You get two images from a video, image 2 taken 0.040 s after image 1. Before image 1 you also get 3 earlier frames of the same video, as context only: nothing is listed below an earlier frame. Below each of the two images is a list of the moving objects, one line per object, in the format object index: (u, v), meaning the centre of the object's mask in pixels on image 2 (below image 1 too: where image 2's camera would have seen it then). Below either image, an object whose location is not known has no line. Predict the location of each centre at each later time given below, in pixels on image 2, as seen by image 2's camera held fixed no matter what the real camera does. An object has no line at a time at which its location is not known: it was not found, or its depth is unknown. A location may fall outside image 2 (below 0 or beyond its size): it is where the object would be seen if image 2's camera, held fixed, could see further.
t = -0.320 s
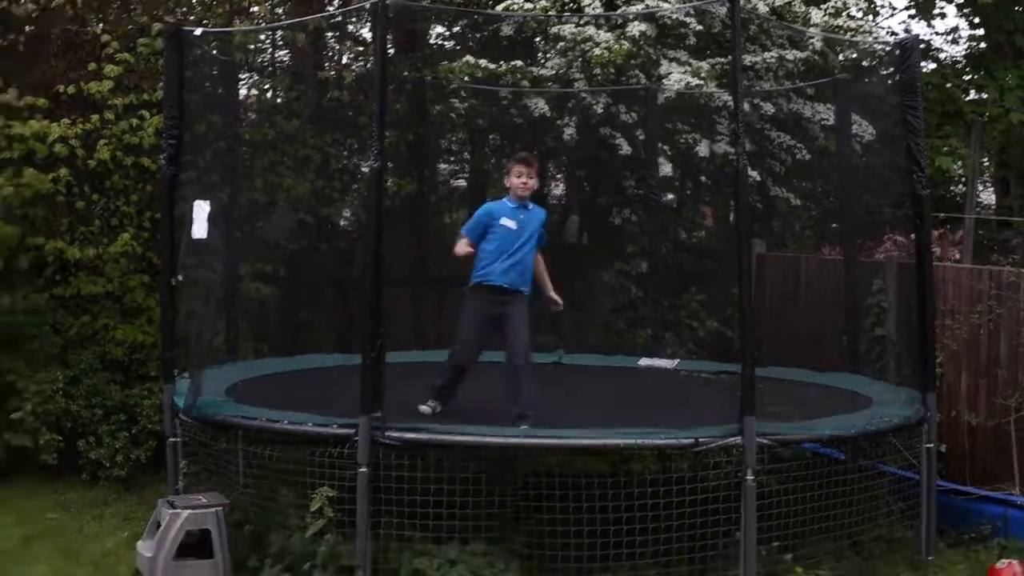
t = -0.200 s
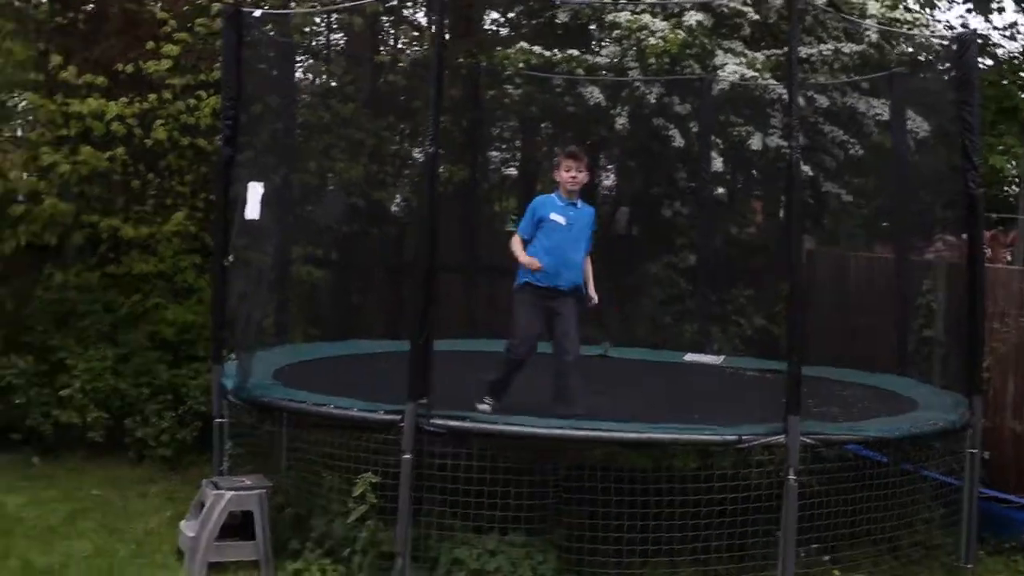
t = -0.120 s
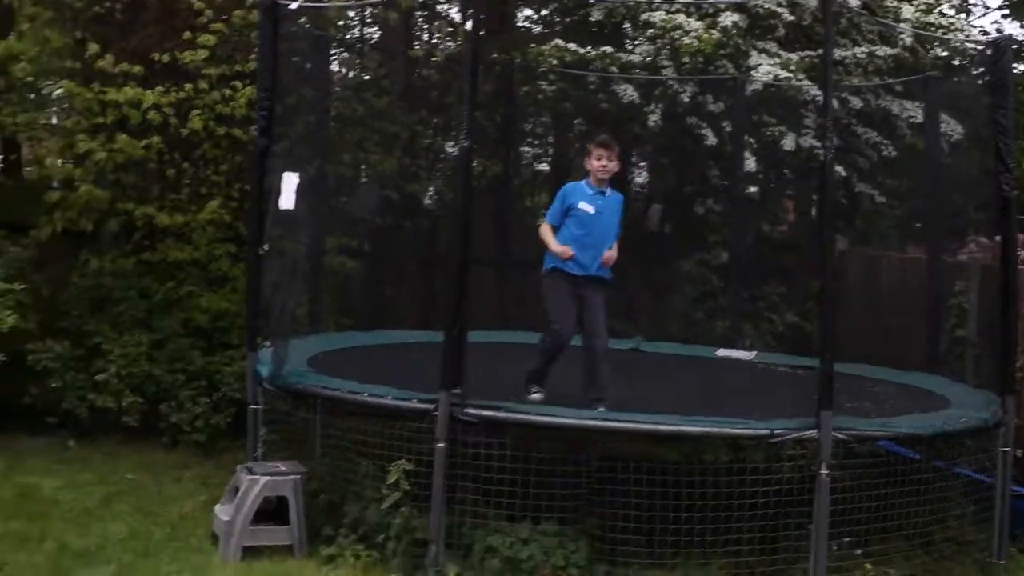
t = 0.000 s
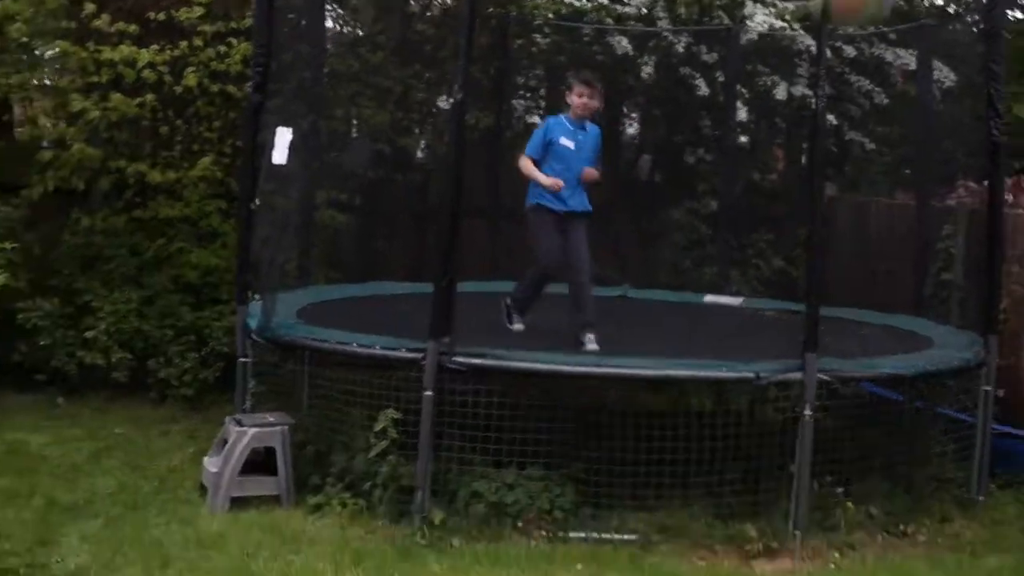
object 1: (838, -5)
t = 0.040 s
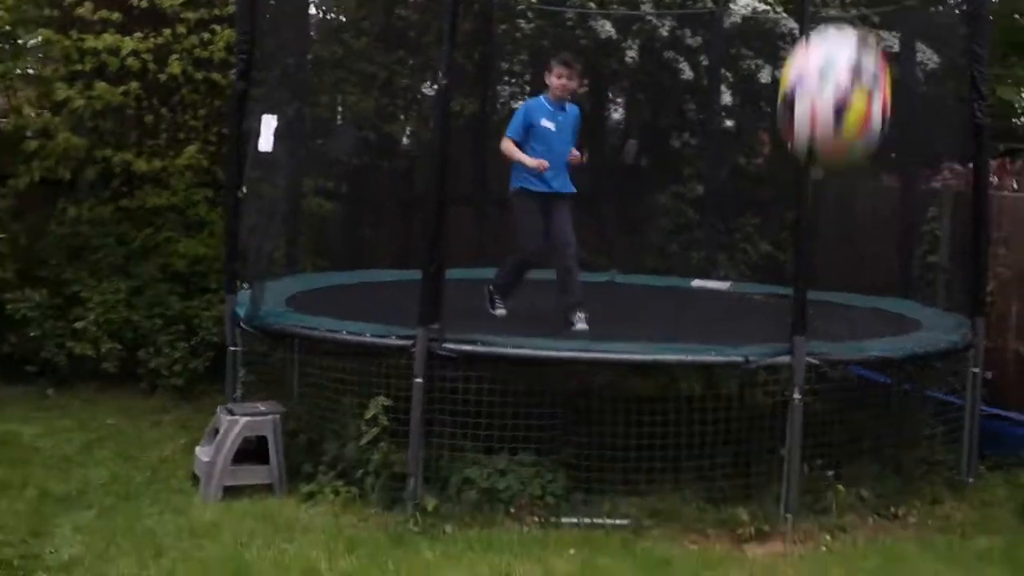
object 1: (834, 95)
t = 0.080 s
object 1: (835, 270)
